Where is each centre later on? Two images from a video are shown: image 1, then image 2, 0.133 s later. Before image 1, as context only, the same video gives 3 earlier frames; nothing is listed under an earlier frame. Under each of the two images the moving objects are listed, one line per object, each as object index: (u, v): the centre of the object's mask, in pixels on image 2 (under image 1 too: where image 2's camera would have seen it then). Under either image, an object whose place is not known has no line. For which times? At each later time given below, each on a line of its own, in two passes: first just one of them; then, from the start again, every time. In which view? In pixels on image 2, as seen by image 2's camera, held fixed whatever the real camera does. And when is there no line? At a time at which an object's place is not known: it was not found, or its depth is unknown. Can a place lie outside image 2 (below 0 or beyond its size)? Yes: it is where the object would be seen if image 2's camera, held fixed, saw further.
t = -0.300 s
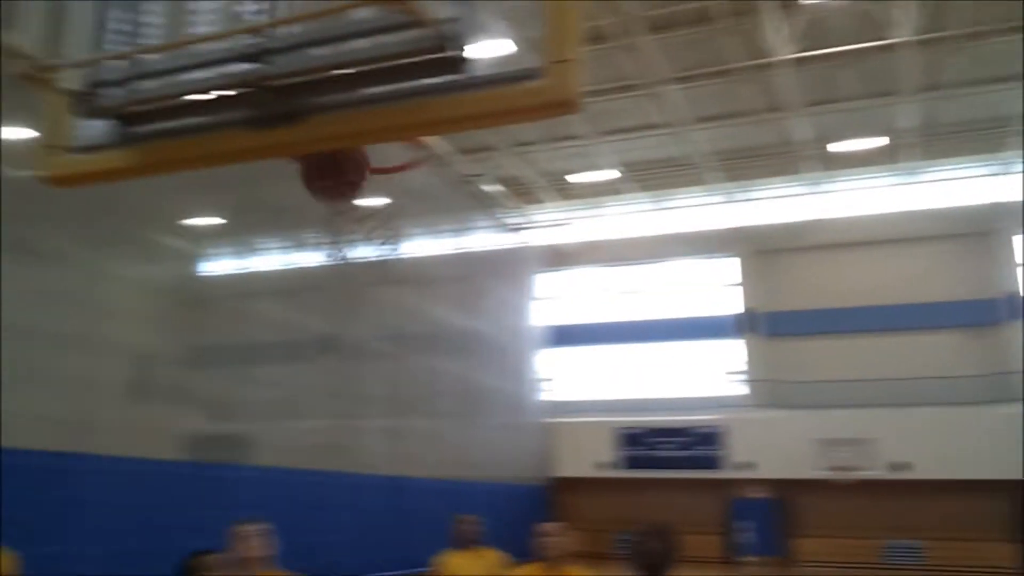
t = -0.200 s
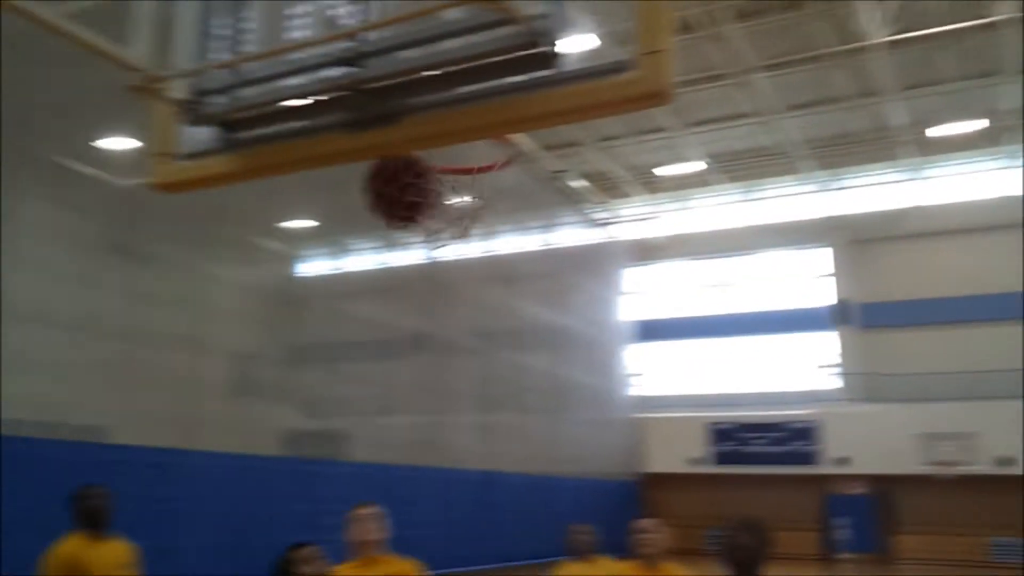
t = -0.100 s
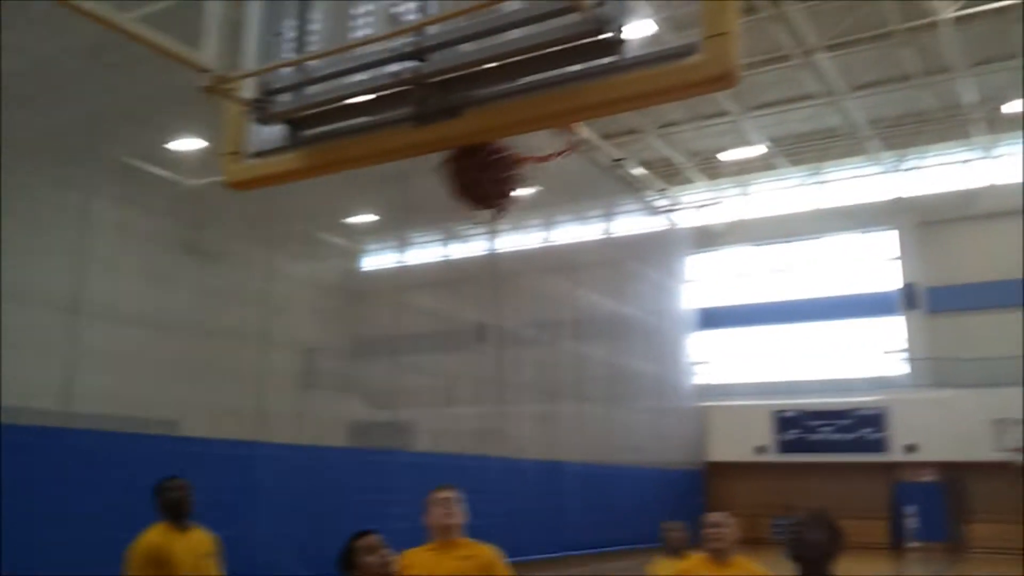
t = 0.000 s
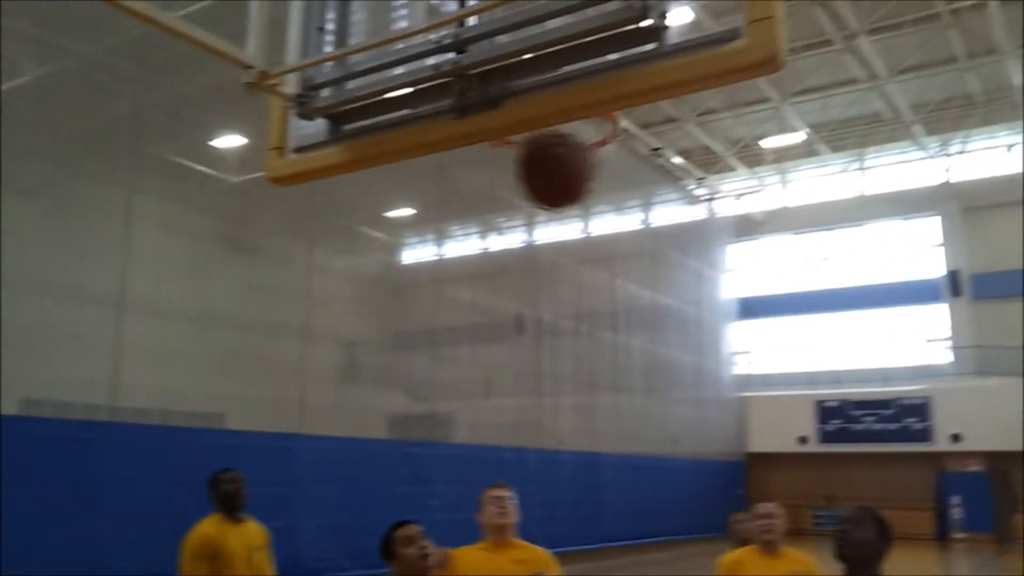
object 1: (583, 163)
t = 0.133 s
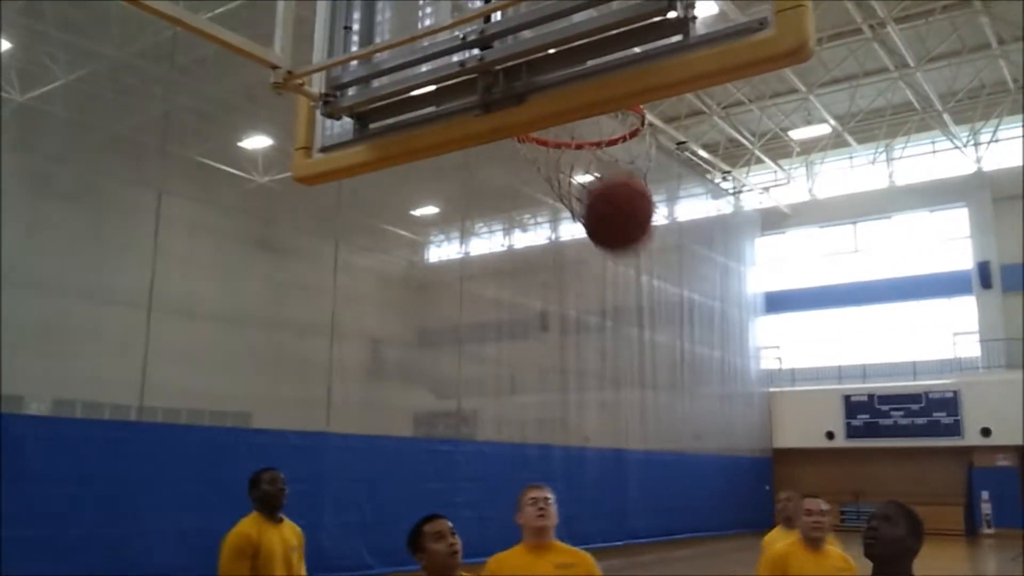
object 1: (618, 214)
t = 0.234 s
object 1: (644, 286)
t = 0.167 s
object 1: (629, 237)
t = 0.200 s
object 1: (636, 260)
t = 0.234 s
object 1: (644, 286)
